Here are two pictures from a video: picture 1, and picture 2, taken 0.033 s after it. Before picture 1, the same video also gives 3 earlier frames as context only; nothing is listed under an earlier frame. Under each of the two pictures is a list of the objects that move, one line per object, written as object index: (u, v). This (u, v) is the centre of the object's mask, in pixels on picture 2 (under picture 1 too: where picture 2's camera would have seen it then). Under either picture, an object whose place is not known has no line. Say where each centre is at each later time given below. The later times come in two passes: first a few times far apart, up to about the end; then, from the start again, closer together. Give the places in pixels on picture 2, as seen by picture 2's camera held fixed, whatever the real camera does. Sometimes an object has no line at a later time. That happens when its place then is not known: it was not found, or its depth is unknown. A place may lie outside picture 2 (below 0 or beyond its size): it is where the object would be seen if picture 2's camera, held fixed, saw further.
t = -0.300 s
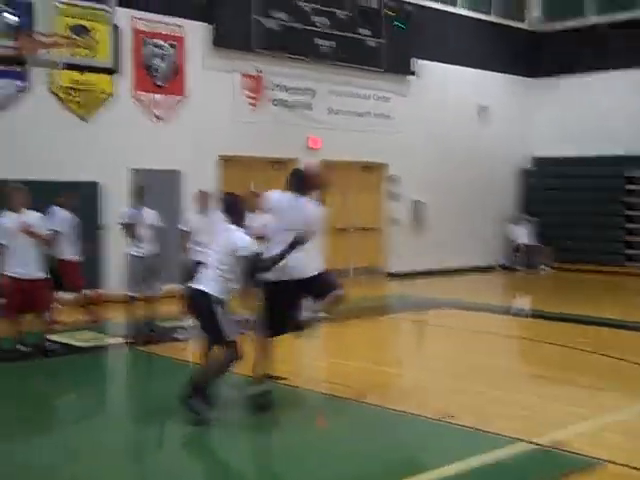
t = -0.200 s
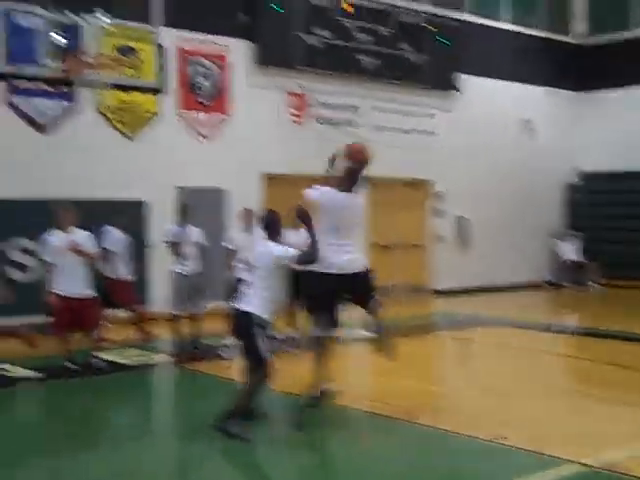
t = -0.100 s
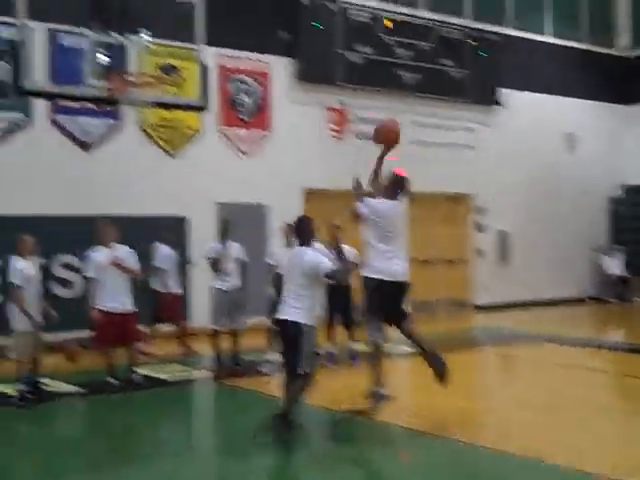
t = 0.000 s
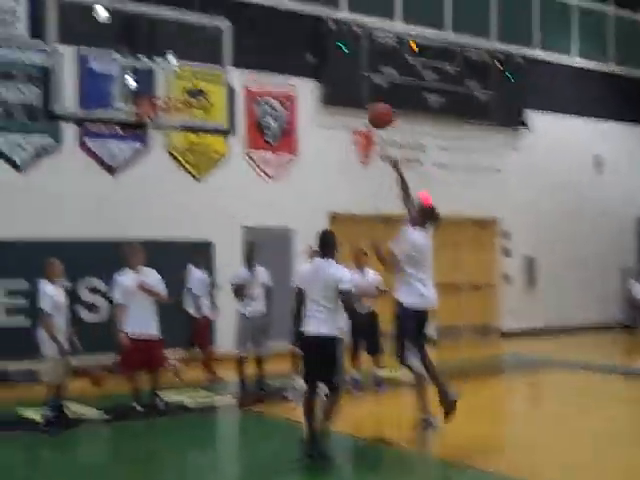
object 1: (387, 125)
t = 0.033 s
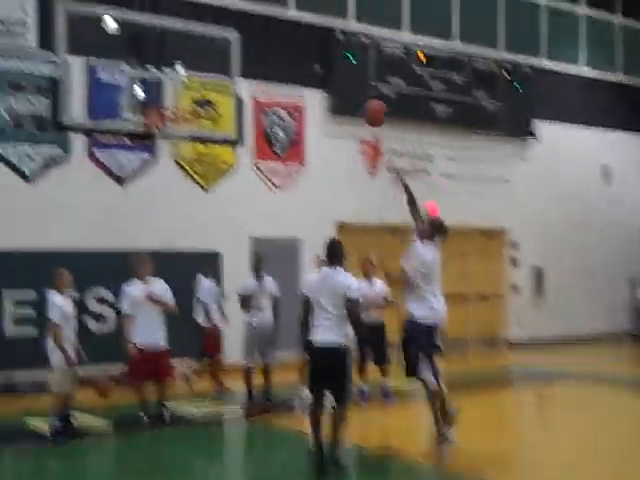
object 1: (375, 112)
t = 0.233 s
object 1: (294, 62)
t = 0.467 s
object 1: (208, 58)
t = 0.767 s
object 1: (204, 102)
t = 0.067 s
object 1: (361, 100)
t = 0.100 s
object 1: (348, 89)
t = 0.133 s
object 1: (335, 80)
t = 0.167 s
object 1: (321, 72)
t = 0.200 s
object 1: (308, 67)
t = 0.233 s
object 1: (294, 62)
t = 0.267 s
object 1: (282, 58)
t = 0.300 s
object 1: (270, 56)
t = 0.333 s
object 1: (257, 54)
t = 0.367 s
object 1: (245, 54)
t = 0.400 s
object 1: (233, 55)
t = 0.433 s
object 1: (220, 57)
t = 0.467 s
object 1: (208, 58)
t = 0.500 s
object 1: (204, 61)
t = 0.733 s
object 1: (202, 100)
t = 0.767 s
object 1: (204, 102)
